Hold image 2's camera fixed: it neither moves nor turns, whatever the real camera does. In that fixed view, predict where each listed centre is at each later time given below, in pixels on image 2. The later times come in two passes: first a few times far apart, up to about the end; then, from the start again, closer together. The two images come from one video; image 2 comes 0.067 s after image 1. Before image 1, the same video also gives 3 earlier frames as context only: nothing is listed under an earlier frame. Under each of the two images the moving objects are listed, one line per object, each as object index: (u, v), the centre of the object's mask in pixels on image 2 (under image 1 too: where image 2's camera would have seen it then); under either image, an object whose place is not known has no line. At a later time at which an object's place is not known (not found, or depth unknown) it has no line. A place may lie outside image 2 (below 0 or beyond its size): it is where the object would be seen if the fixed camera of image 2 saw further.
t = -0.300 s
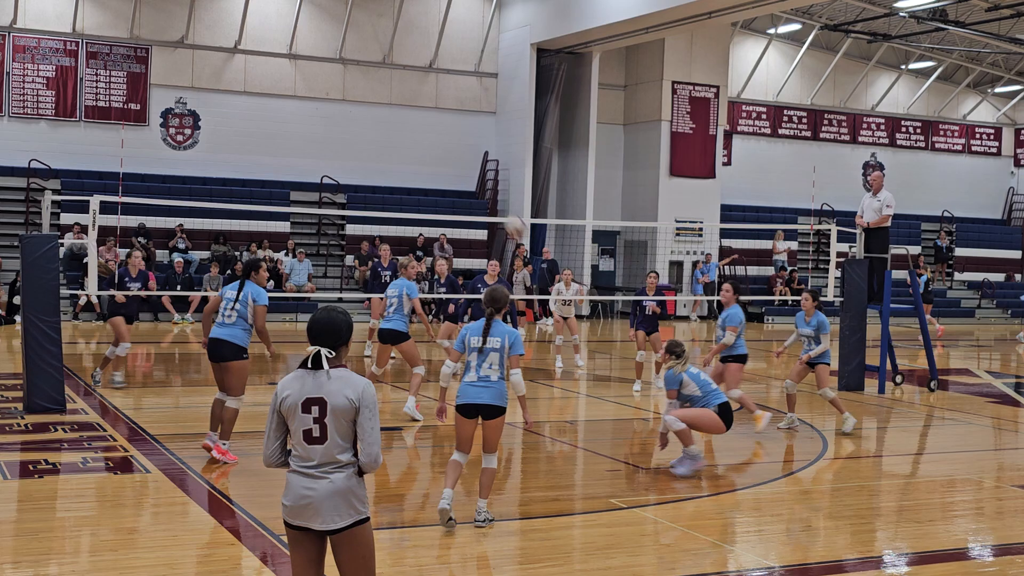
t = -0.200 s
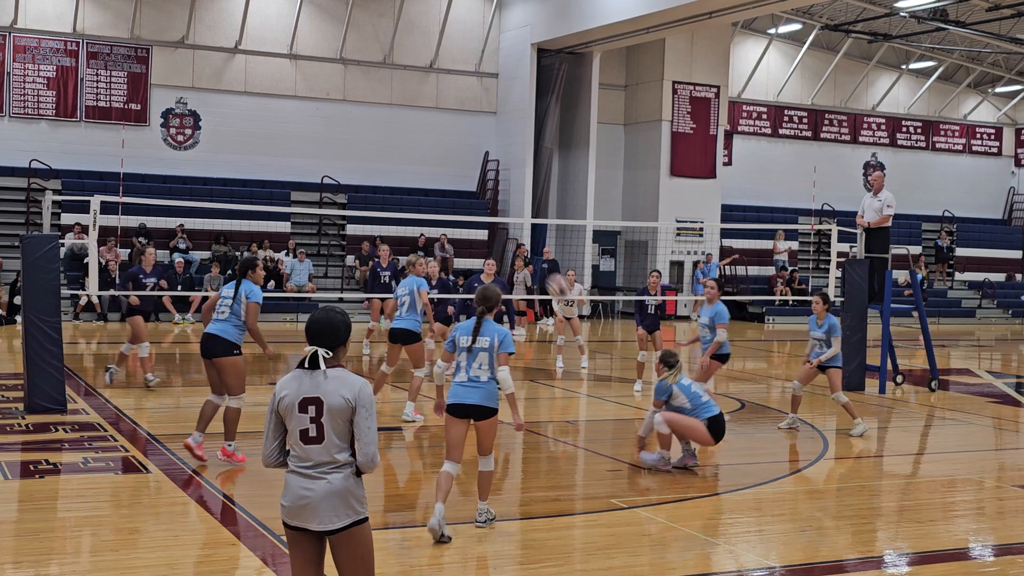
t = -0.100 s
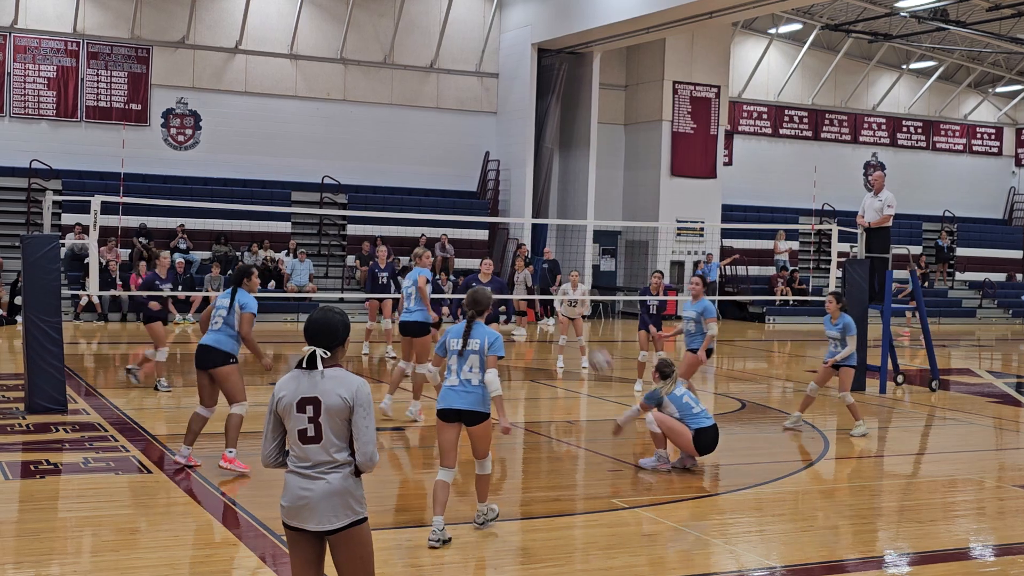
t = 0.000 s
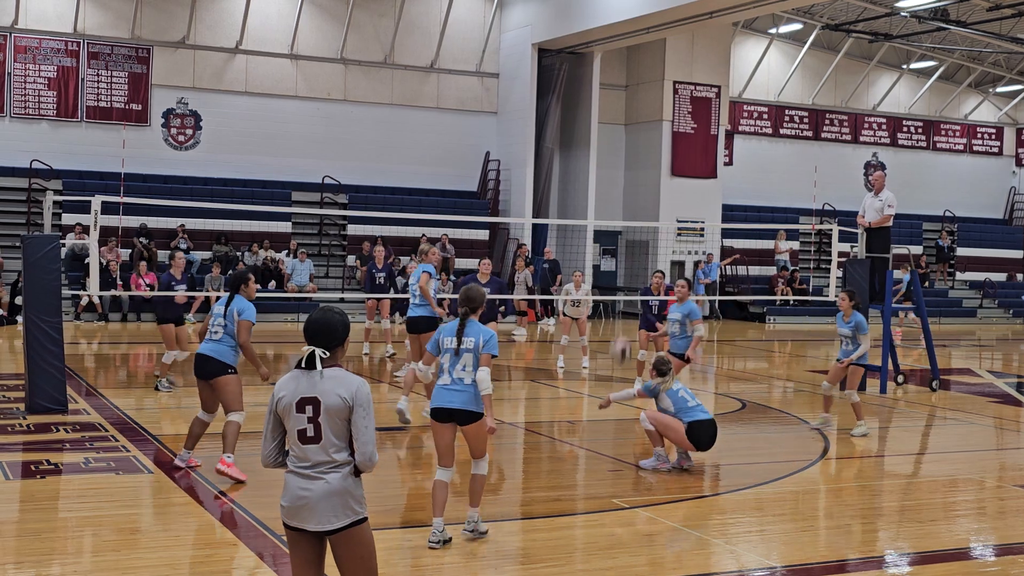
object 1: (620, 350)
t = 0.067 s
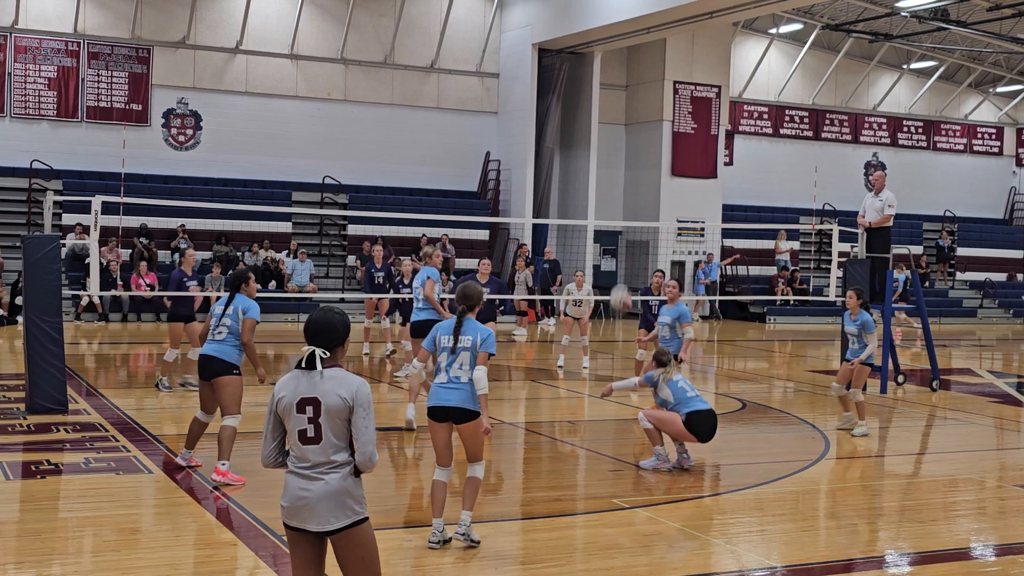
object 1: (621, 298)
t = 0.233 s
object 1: (620, 196)
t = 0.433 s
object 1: (618, 117)
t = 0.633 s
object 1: (615, 83)
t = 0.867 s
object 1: (609, 94)
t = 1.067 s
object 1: (605, 143)
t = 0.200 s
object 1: (620, 213)
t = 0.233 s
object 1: (620, 196)
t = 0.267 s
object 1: (620, 180)
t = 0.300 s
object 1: (619, 165)
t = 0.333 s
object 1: (620, 151)
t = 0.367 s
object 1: (619, 139)
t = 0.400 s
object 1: (619, 127)
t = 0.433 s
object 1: (618, 117)
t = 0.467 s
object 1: (617, 108)
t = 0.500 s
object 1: (617, 101)
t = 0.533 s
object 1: (617, 95)
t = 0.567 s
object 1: (616, 90)
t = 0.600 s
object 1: (615, 86)
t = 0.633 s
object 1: (615, 83)
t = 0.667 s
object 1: (615, 81)
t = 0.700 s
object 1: (614, 81)
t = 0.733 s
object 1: (613, 81)
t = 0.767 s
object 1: (612, 83)
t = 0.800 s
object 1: (611, 85)
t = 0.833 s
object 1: (611, 89)
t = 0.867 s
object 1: (609, 94)
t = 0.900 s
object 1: (609, 99)
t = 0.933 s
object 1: (608, 105)
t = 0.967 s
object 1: (607, 114)
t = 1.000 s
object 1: (606, 122)
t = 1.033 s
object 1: (606, 132)
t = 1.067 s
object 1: (605, 143)
